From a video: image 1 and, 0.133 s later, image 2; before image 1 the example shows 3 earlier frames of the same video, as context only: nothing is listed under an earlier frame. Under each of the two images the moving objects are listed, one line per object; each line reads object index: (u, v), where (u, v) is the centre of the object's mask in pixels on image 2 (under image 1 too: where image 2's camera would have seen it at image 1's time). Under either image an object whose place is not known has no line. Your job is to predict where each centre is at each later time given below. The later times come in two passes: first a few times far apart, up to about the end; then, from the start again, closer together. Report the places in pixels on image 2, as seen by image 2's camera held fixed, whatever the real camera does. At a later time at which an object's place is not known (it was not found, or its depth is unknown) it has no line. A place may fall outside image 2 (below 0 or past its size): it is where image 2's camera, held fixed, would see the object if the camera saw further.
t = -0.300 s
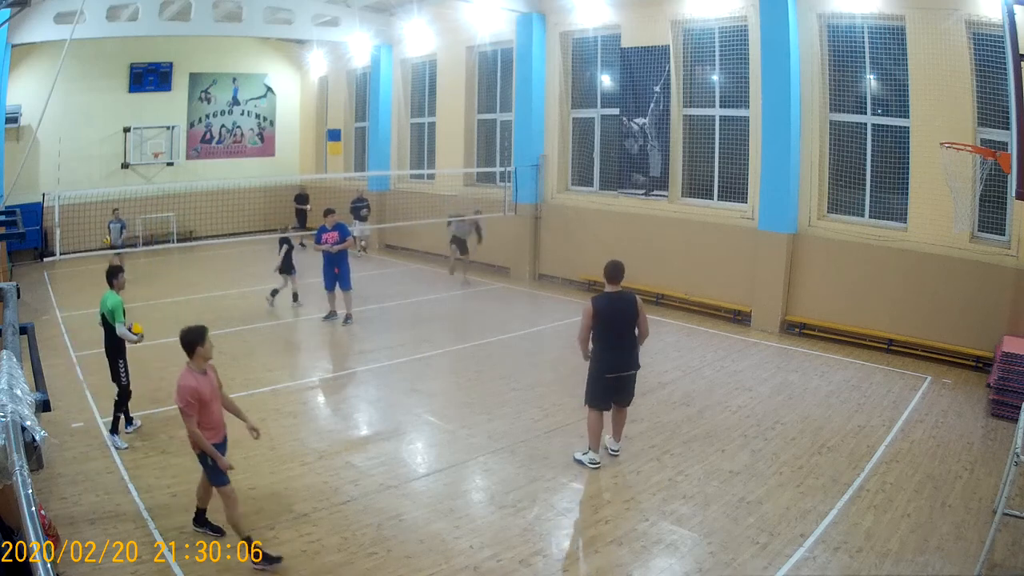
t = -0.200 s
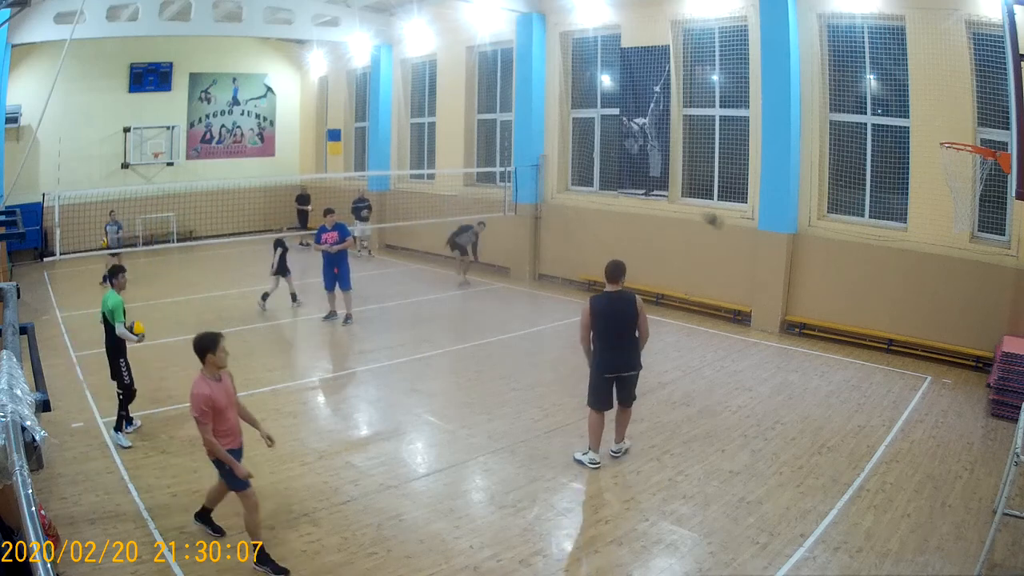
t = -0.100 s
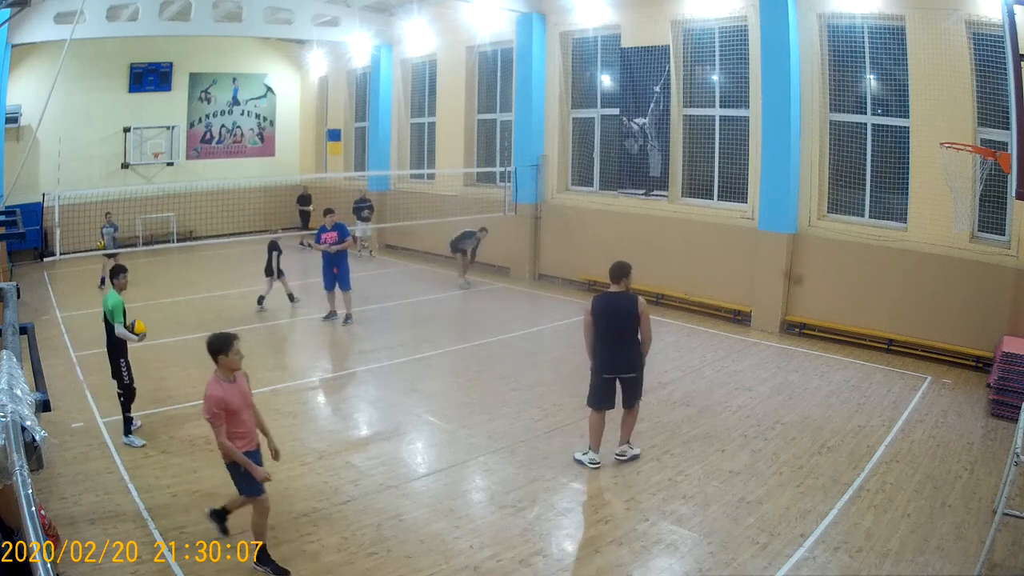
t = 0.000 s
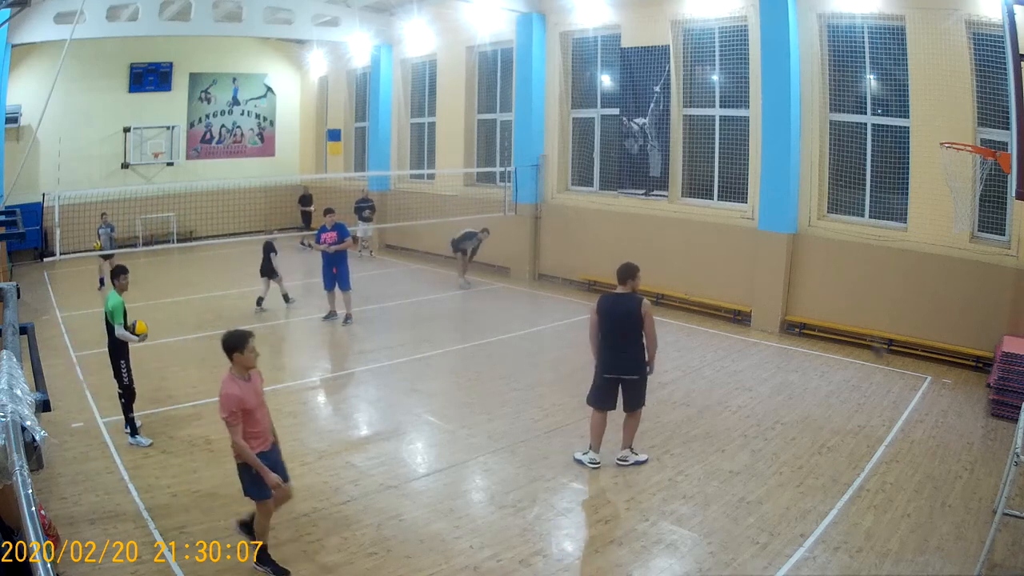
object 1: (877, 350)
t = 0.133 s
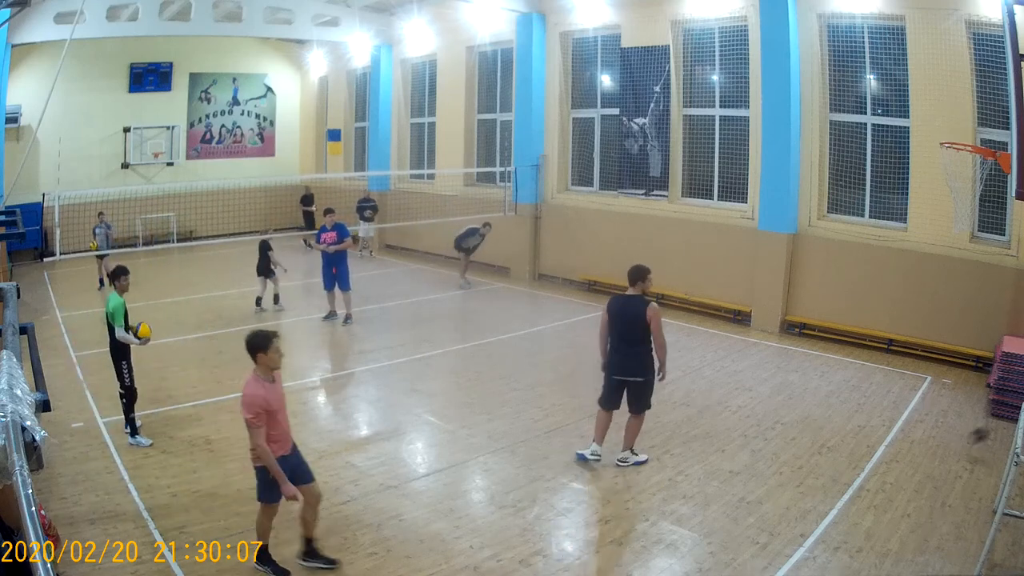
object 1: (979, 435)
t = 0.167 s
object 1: (1001, 426)
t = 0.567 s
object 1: (961, 282)
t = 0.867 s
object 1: (838, 242)
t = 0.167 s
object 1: (1001, 426)
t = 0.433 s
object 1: (1011, 326)
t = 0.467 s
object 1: (998, 311)
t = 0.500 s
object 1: (988, 299)
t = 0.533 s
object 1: (976, 291)
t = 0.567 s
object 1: (961, 282)
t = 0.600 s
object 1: (948, 271)
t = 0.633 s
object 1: (936, 264)
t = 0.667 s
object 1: (922, 259)
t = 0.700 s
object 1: (908, 253)
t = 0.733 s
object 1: (895, 248)
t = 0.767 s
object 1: (882, 245)
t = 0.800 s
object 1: (866, 244)
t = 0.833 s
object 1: (853, 243)
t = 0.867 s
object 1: (838, 242)
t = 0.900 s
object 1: (825, 245)
